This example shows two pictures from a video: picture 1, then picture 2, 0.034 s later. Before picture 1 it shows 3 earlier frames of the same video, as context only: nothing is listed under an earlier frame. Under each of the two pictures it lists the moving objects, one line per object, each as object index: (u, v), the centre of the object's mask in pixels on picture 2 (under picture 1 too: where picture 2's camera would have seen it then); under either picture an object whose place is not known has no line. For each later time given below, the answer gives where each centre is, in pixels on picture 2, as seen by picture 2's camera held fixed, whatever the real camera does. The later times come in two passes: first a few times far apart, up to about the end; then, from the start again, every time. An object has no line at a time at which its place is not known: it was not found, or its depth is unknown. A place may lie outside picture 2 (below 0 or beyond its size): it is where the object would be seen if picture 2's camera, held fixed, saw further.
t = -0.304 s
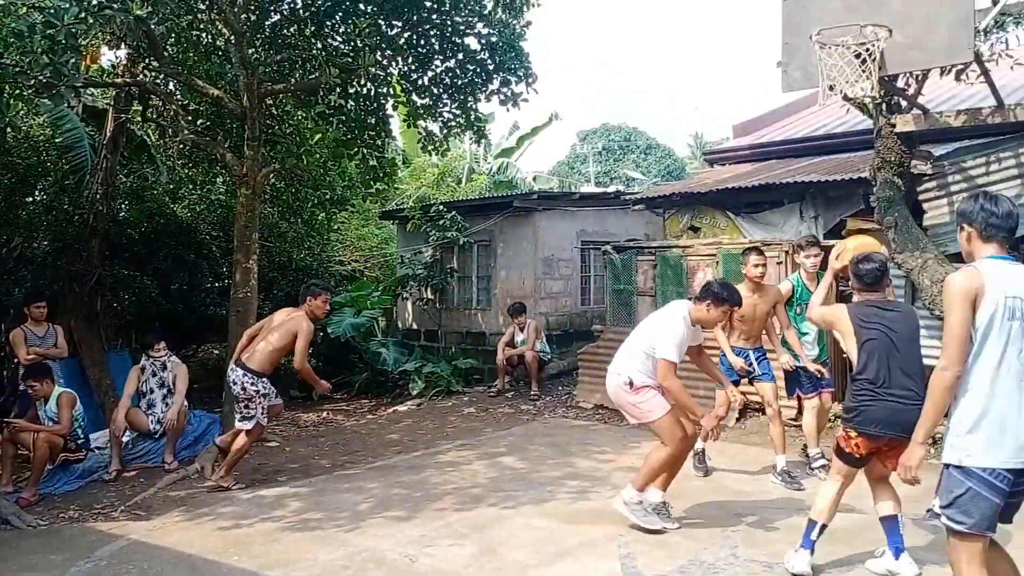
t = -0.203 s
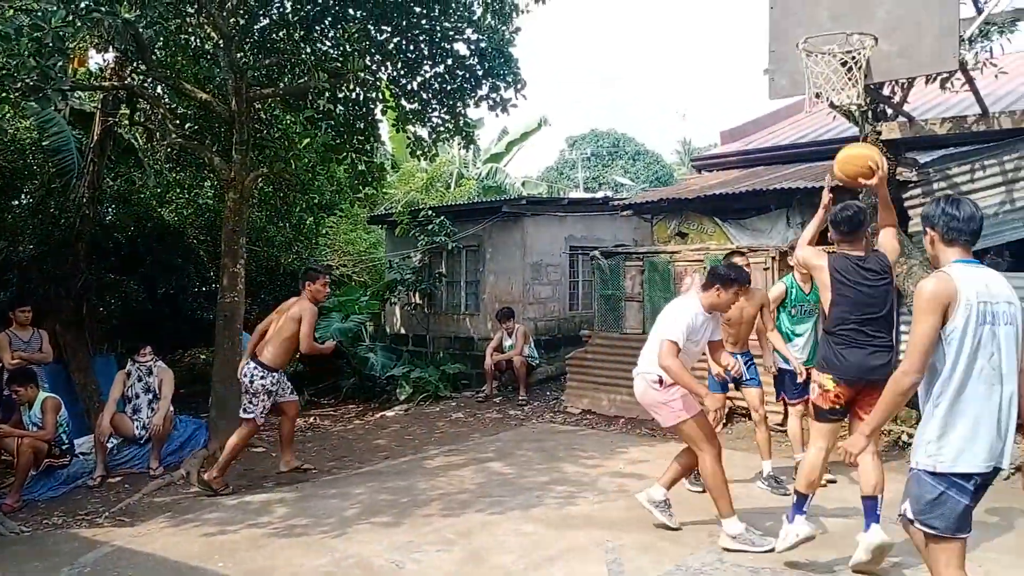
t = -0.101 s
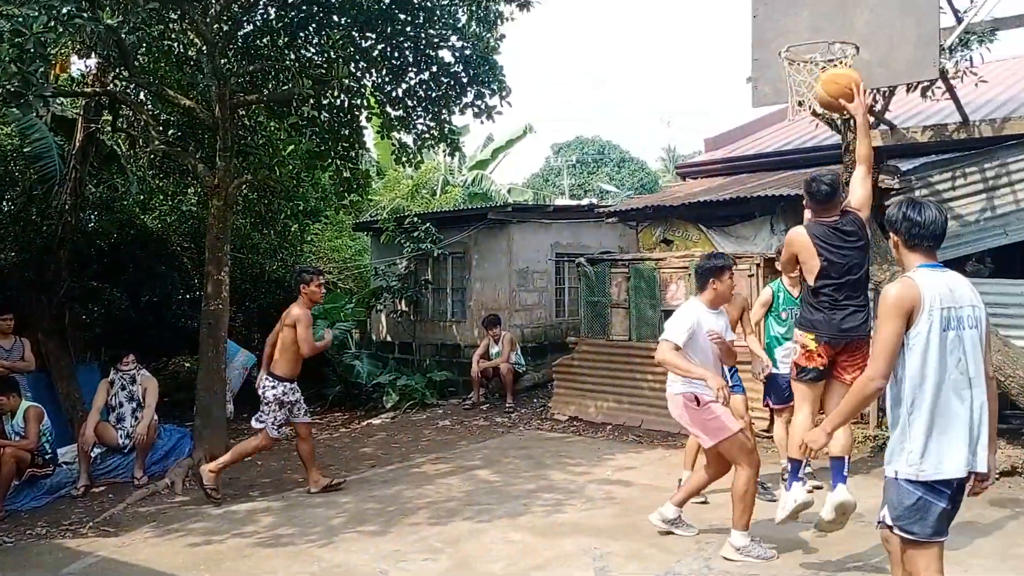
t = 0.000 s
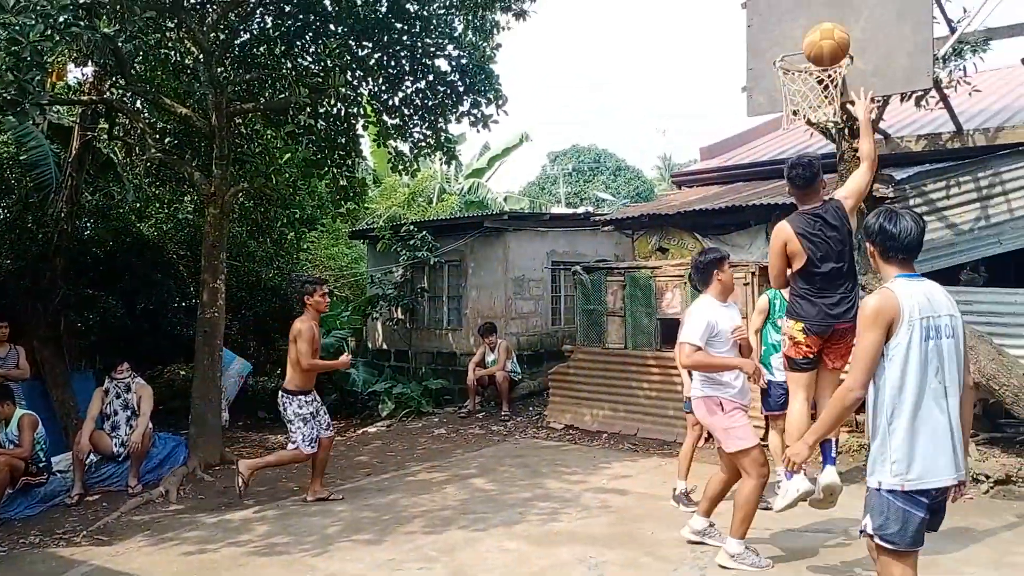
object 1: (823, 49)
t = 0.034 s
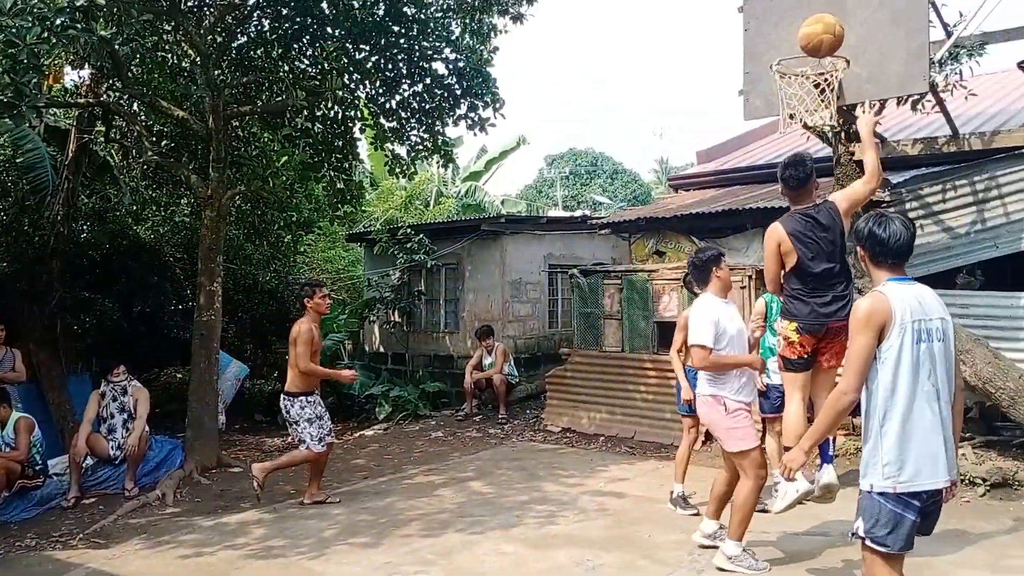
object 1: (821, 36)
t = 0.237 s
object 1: (809, 6)
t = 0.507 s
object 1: (799, 63)
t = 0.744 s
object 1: (819, 135)
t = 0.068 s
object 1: (819, 26)
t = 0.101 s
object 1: (817, 17)
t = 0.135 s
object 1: (815, 12)
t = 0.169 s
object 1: (813, 9)
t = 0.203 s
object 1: (811, 7)
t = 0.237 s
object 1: (809, 6)
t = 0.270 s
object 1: (809, 7)
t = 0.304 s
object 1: (808, 9)
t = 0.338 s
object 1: (806, 14)
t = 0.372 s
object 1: (803, 20)
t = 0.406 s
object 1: (801, 29)
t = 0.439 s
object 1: (801, 38)
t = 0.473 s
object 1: (801, 50)
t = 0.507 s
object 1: (799, 63)
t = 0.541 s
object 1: (798, 75)
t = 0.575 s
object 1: (798, 88)
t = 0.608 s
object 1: (803, 95)
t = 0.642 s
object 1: (807, 102)
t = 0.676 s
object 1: (813, 112)
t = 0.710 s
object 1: (815, 122)
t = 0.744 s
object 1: (819, 135)
